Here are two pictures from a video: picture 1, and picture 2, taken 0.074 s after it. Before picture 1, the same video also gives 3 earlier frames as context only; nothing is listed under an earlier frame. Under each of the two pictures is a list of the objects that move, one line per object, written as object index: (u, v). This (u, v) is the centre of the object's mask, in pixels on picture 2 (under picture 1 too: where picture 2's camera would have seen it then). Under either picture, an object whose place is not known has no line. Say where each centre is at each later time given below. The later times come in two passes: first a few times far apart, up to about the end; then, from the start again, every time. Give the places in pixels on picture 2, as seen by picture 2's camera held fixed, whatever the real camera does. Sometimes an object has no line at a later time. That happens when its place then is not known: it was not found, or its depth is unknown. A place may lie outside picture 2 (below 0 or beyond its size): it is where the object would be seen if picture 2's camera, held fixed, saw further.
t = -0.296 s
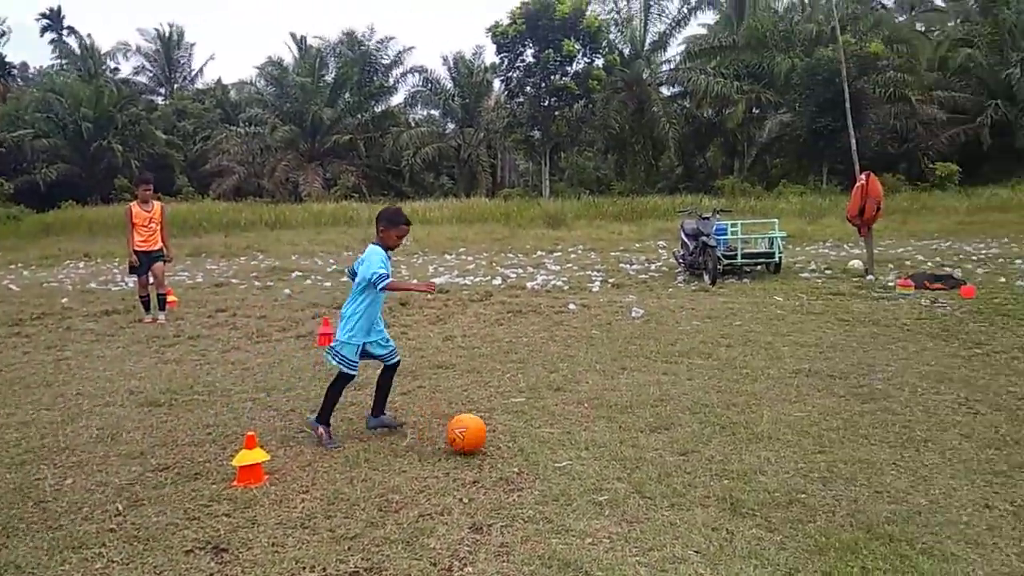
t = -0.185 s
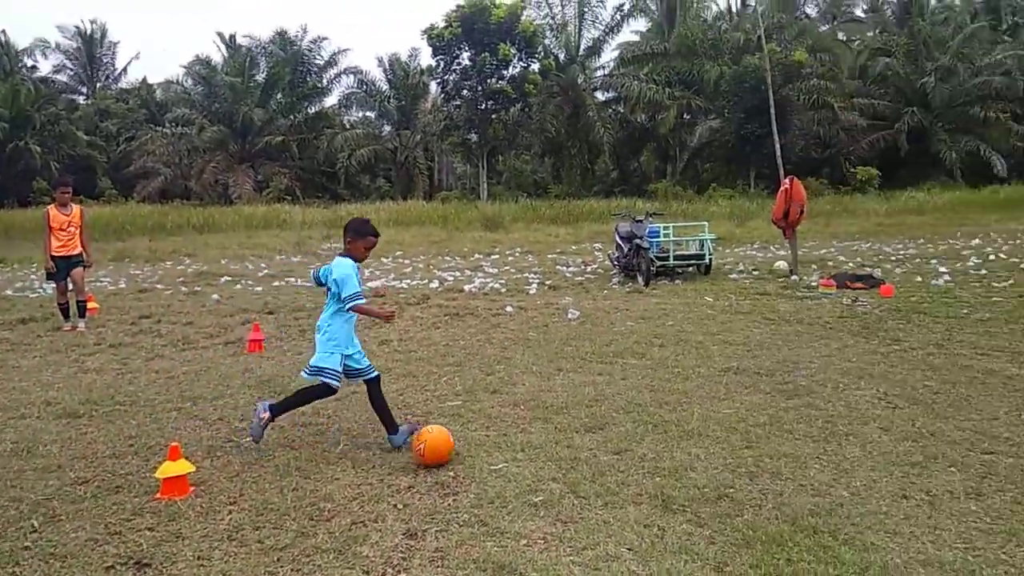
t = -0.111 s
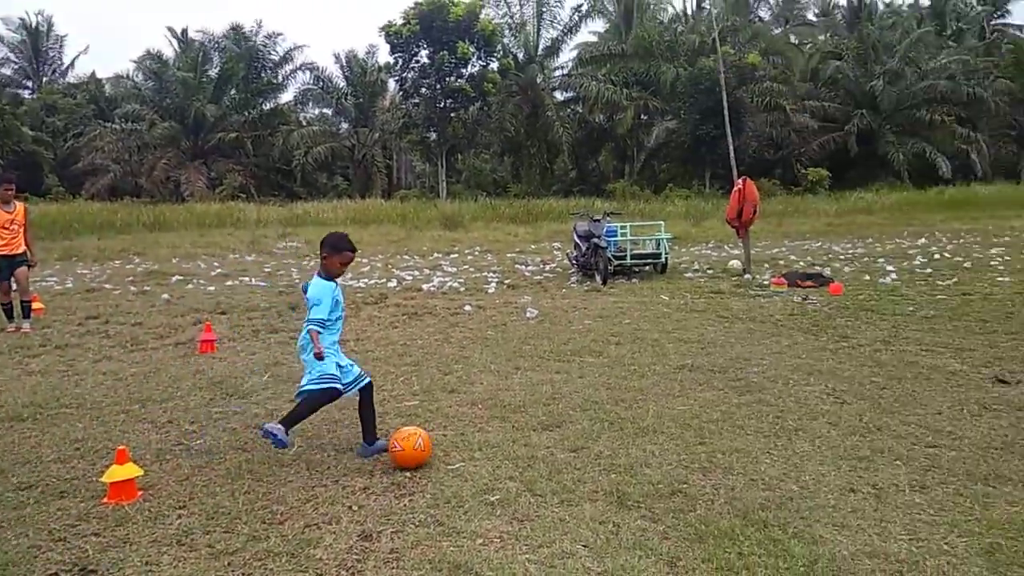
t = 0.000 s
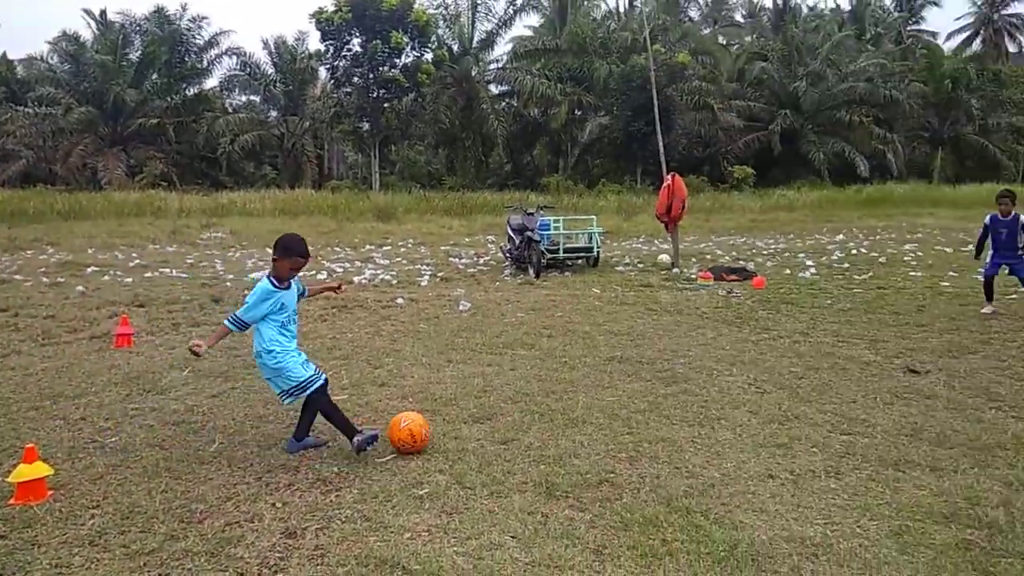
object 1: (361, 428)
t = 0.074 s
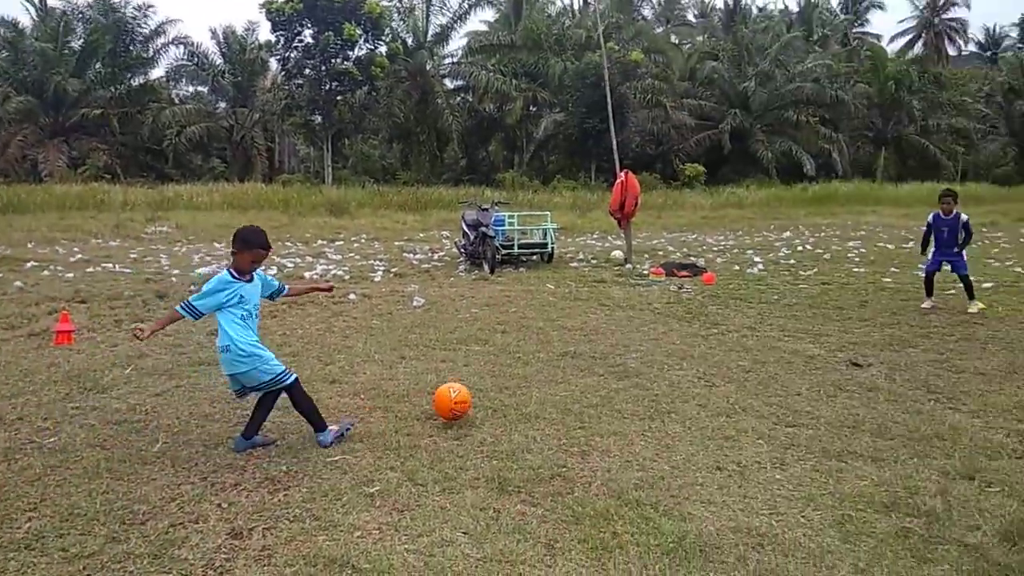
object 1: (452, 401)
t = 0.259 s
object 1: (617, 363)
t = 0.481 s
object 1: (744, 341)
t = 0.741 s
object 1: (842, 329)
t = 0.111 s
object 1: (493, 393)
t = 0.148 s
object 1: (530, 388)
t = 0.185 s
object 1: (564, 383)
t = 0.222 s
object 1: (591, 374)
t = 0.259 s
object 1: (617, 363)
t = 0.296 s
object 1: (642, 356)
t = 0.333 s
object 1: (665, 351)
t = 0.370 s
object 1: (686, 348)
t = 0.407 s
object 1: (707, 348)
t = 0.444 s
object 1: (726, 349)
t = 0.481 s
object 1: (744, 341)
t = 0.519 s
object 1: (760, 333)
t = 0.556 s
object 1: (775, 328)
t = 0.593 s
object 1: (790, 326)
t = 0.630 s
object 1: (804, 325)
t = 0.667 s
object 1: (817, 325)
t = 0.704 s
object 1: (830, 327)
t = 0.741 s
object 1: (842, 329)
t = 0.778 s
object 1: (855, 323)
